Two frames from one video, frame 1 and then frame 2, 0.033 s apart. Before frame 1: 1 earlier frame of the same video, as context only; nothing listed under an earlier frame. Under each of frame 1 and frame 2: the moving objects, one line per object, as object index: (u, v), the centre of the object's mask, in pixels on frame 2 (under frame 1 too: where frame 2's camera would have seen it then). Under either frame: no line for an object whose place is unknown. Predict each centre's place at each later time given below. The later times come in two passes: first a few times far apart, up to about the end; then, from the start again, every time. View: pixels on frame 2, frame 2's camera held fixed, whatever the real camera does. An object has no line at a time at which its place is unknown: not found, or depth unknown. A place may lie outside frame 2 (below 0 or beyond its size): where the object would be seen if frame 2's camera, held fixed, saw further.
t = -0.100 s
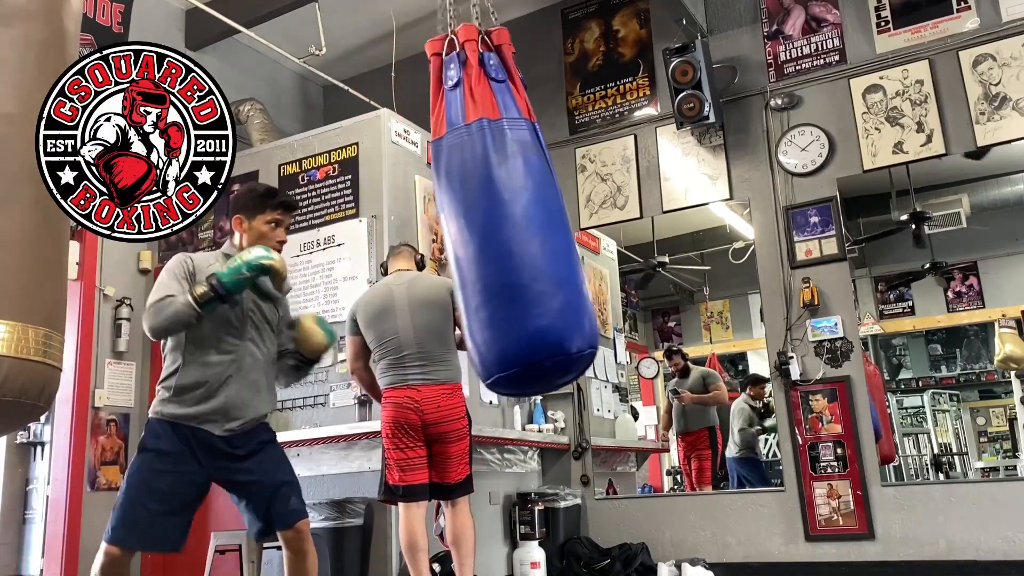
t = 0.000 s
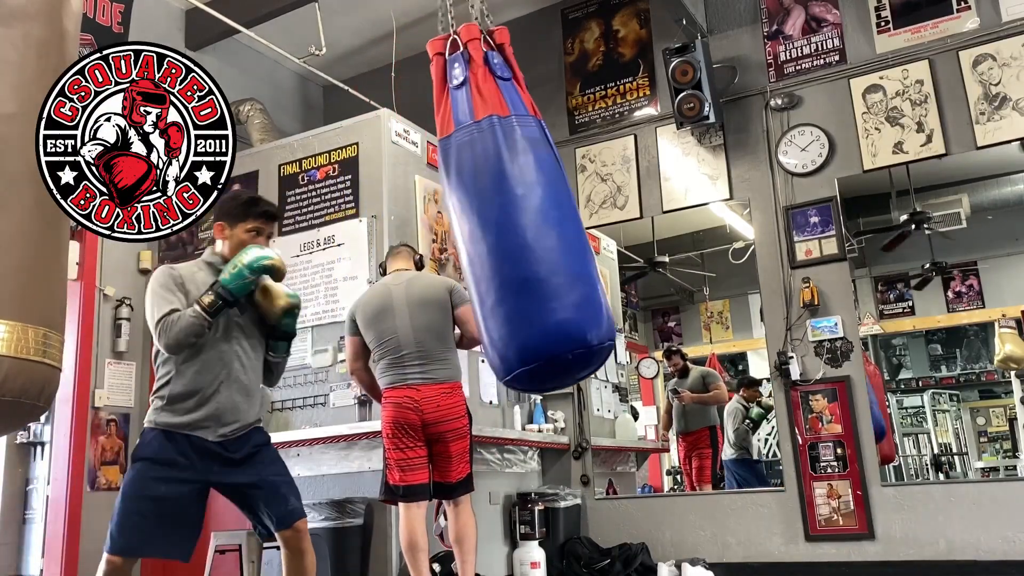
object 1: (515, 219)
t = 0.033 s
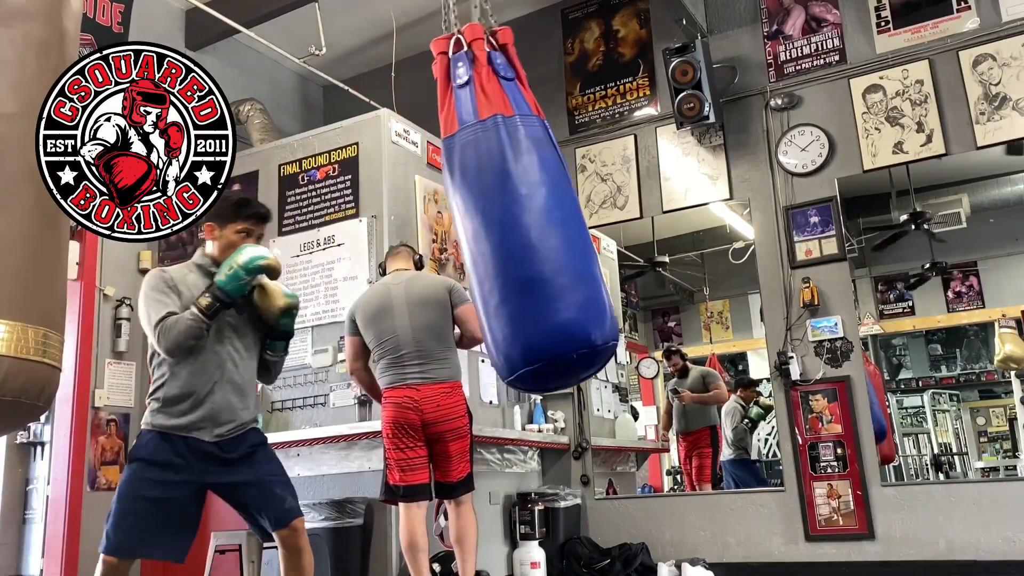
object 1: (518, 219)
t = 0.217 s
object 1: (528, 216)
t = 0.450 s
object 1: (514, 216)
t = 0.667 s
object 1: (484, 221)
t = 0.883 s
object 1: (445, 224)
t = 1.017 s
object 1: (418, 226)
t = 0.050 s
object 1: (520, 219)
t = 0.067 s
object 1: (521, 219)
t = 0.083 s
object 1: (523, 218)
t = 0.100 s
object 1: (523, 217)
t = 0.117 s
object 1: (525, 217)
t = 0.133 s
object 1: (525, 216)
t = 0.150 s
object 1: (526, 216)
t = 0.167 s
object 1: (527, 216)
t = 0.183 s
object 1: (527, 216)
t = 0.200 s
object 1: (527, 216)
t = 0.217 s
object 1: (528, 216)
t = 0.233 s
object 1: (527, 216)
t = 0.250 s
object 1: (527, 216)
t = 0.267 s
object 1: (526, 216)
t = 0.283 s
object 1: (525, 216)
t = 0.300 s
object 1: (524, 216)
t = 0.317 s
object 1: (524, 216)
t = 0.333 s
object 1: (523, 216)
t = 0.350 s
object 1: (522, 217)
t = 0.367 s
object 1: (521, 216)
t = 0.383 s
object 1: (519, 216)
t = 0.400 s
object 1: (518, 216)
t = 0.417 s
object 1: (517, 217)
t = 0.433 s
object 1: (516, 217)
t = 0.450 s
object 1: (514, 216)
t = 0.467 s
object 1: (512, 217)
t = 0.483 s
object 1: (511, 217)
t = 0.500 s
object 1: (509, 217)
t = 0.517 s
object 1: (507, 217)
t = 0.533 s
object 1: (505, 217)
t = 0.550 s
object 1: (504, 218)
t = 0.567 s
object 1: (501, 218)
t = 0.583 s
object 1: (499, 219)
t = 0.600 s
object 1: (496, 219)
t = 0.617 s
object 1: (494, 219)
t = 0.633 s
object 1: (490, 220)
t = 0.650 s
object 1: (488, 220)
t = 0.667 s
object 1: (484, 221)
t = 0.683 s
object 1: (482, 221)
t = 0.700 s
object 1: (478, 221)
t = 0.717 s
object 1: (476, 222)
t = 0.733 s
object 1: (472, 222)
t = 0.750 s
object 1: (469, 222)
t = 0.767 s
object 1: (466, 223)
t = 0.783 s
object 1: (464, 223)
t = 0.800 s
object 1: (460, 223)
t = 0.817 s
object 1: (457, 223)
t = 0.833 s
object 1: (454, 224)
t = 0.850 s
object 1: (451, 224)
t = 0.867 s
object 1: (448, 224)
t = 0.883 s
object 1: (445, 224)
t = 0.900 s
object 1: (441, 224)
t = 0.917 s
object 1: (438, 225)
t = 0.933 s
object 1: (435, 225)
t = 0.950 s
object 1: (432, 226)
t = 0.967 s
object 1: (429, 226)
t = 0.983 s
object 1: (425, 226)
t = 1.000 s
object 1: (421, 226)
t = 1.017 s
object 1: (418, 226)
